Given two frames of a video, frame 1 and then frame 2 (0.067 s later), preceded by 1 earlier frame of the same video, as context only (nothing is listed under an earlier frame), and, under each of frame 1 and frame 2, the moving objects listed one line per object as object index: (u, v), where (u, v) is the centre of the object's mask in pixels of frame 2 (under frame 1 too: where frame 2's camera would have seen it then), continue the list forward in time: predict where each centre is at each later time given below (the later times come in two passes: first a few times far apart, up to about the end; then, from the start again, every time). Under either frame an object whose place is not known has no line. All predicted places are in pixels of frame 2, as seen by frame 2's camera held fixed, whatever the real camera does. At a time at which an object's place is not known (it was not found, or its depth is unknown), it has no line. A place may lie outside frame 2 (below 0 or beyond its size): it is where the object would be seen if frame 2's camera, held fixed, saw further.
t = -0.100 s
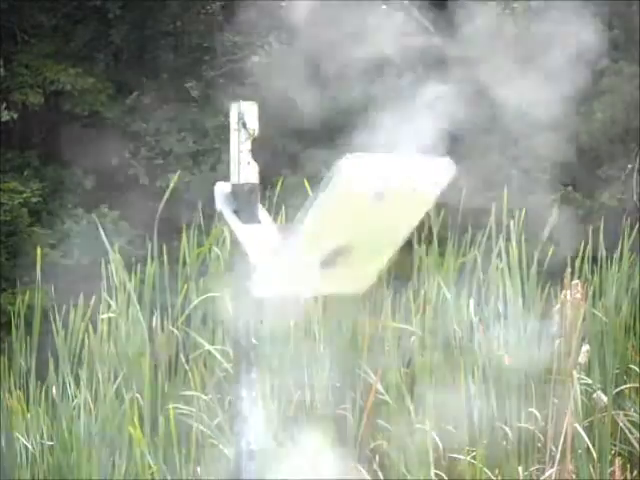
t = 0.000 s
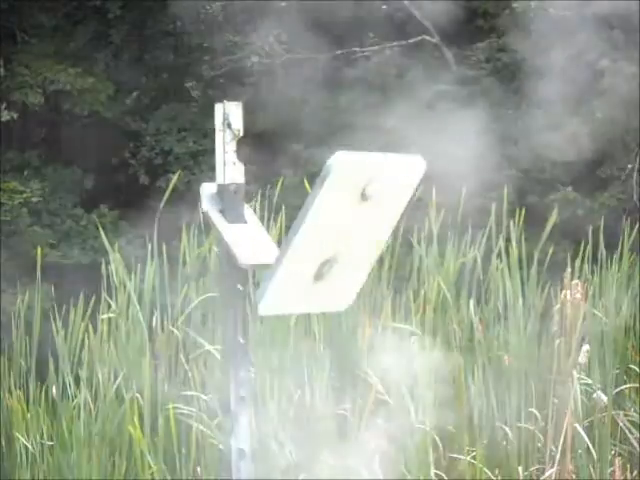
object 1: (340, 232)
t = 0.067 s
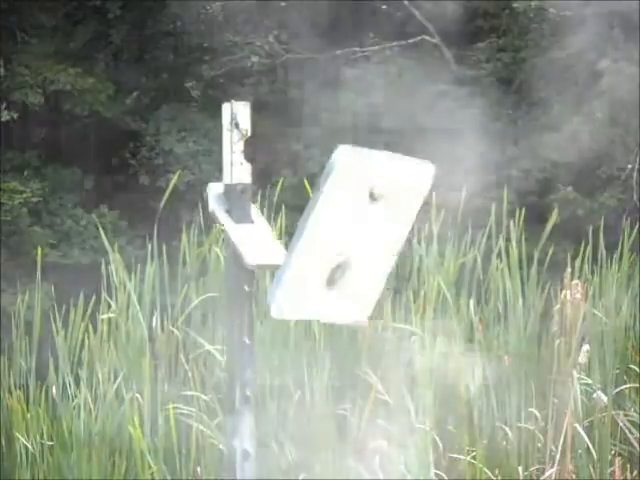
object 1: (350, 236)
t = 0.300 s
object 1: (350, 236)
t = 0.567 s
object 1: (365, 238)
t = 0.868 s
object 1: (362, 239)
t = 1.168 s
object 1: (362, 239)
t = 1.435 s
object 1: (361, 239)
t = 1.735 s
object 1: (362, 239)
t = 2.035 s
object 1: (362, 239)
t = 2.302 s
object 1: (362, 238)
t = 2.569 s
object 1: (362, 239)
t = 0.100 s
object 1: (357, 237)
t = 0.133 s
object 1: (365, 240)
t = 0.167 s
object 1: (371, 241)
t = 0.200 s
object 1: (370, 240)
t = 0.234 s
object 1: (363, 239)
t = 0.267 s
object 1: (356, 237)
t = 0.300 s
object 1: (350, 236)
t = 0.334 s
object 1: (347, 235)
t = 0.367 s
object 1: (347, 234)
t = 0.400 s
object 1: (350, 234)
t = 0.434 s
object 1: (353, 234)
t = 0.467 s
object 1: (358, 236)
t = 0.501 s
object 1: (362, 239)
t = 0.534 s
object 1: (365, 239)
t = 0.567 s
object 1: (365, 238)
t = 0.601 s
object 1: (363, 238)
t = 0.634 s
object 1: (362, 238)
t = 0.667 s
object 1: (361, 238)
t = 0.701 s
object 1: (361, 238)
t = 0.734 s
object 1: (361, 239)
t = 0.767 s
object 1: (362, 239)
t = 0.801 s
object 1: (362, 239)
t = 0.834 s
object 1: (362, 239)
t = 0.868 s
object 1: (362, 239)
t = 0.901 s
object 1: (361, 239)
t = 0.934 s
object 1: (361, 239)
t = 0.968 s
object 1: (361, 238)
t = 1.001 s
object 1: (361, 239)
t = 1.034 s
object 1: (362, 239)
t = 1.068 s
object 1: (363, 238)
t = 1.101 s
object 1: (362, 238)
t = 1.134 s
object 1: (362, 239)
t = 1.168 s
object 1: (362, 239)
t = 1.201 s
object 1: (361, 239)
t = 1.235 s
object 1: (362, 238)
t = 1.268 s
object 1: (362, 238)
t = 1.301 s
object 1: (362, 239)
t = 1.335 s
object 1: (362, 239)
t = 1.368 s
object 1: (362, 239)
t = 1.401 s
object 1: (362, 239)
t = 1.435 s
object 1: (361, 239)
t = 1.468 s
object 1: (361, 238)
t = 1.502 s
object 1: (361, 238)
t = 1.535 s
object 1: (362, 239)
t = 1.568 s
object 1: (362, 238)
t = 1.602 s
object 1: (362, 239)
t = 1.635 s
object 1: (362, 238)
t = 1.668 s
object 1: (362, 238)
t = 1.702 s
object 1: (362, 239)
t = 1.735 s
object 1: (362, 239)
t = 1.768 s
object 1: (362, 239)
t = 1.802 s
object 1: (362, 239)
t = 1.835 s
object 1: (362, 239)
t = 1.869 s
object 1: (362, 239)
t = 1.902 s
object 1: (362, 239)
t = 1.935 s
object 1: (362, 239)
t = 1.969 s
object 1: (362, 239)
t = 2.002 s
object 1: (362, 238)
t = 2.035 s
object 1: (362, 239)
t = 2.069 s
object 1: (362, 238)
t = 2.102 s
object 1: (362, 239)
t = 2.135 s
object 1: (362, 239)
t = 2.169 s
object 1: (362, 239)
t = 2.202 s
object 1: (362, 239)
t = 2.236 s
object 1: (362, 239)
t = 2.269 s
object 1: (362, 238)
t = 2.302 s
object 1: (362, 238)
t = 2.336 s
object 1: (362, 238)
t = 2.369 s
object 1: (362, 238)
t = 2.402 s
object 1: (362, 239)
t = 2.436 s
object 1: (362, 239)
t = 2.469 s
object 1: (362, 239)
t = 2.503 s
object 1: (362, 239)
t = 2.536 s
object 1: (362, 239)
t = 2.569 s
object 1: (362, 239)
